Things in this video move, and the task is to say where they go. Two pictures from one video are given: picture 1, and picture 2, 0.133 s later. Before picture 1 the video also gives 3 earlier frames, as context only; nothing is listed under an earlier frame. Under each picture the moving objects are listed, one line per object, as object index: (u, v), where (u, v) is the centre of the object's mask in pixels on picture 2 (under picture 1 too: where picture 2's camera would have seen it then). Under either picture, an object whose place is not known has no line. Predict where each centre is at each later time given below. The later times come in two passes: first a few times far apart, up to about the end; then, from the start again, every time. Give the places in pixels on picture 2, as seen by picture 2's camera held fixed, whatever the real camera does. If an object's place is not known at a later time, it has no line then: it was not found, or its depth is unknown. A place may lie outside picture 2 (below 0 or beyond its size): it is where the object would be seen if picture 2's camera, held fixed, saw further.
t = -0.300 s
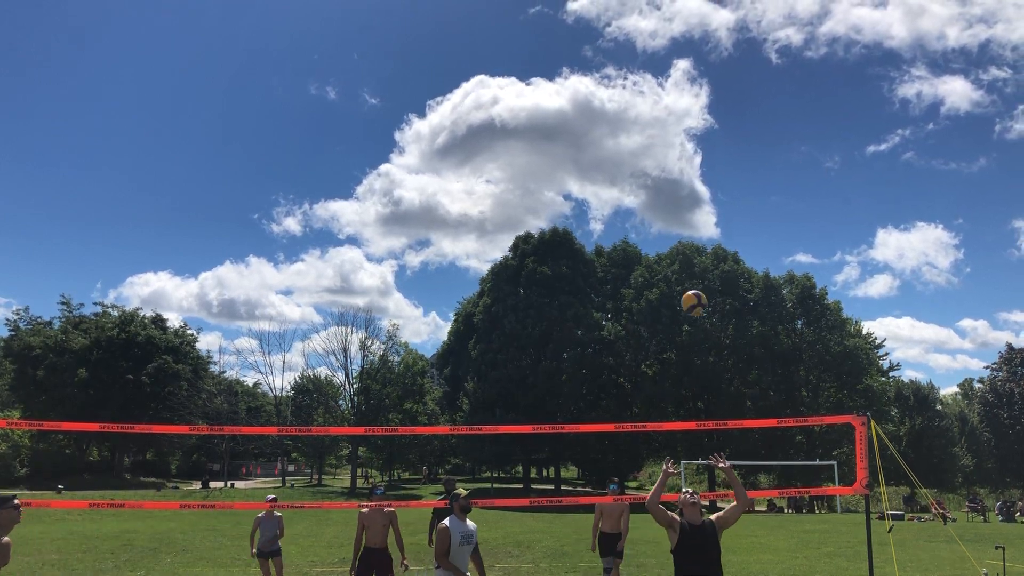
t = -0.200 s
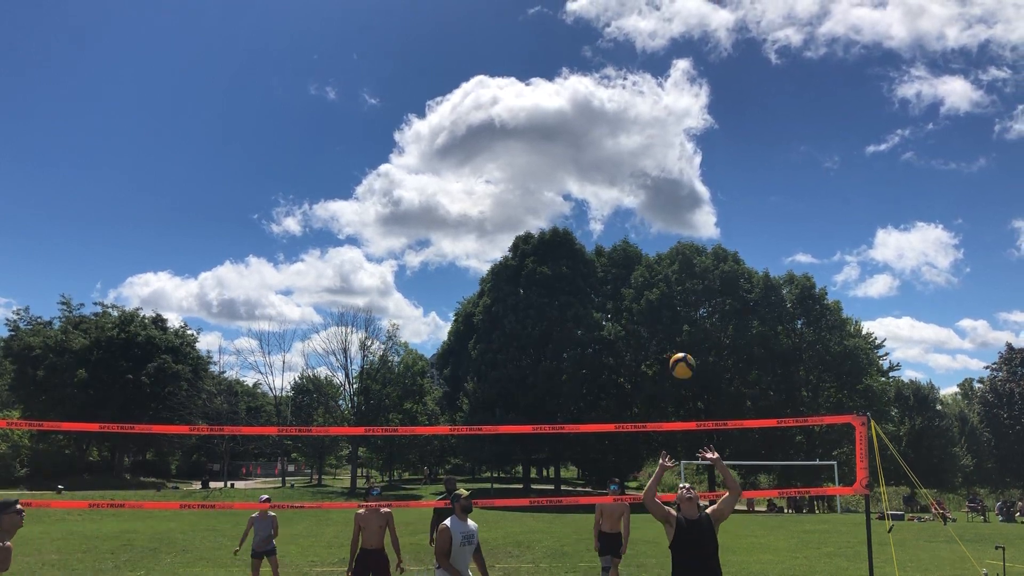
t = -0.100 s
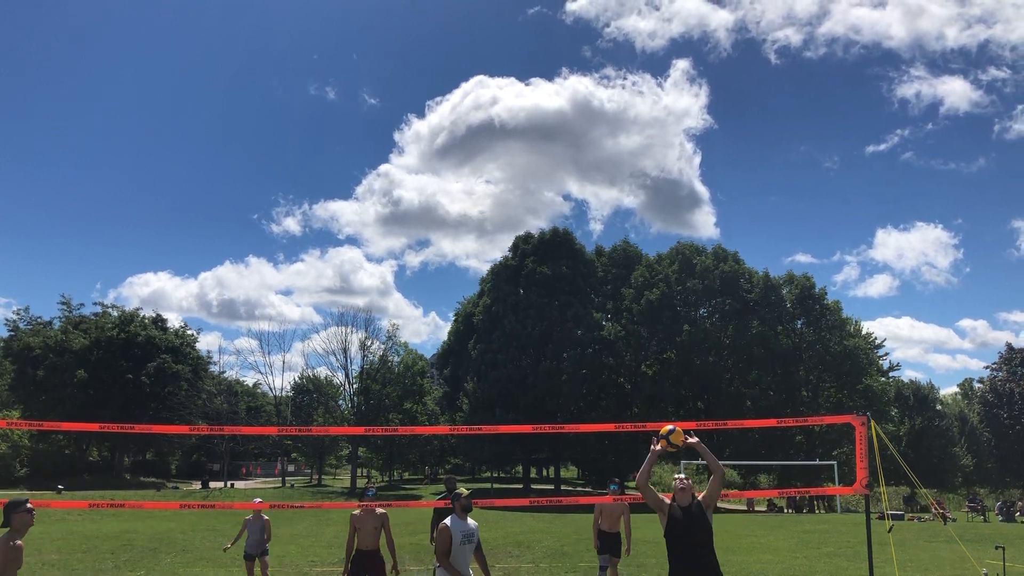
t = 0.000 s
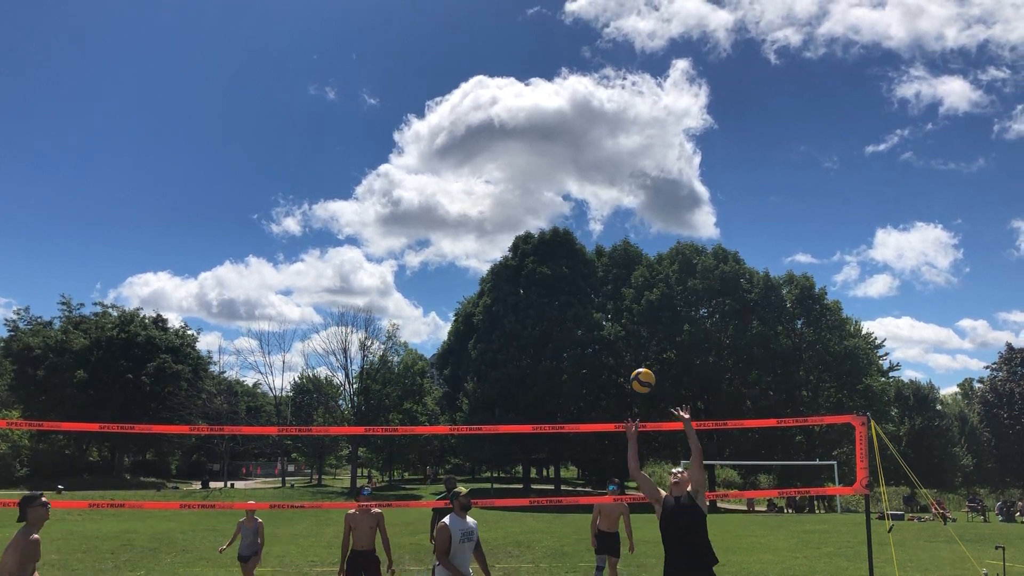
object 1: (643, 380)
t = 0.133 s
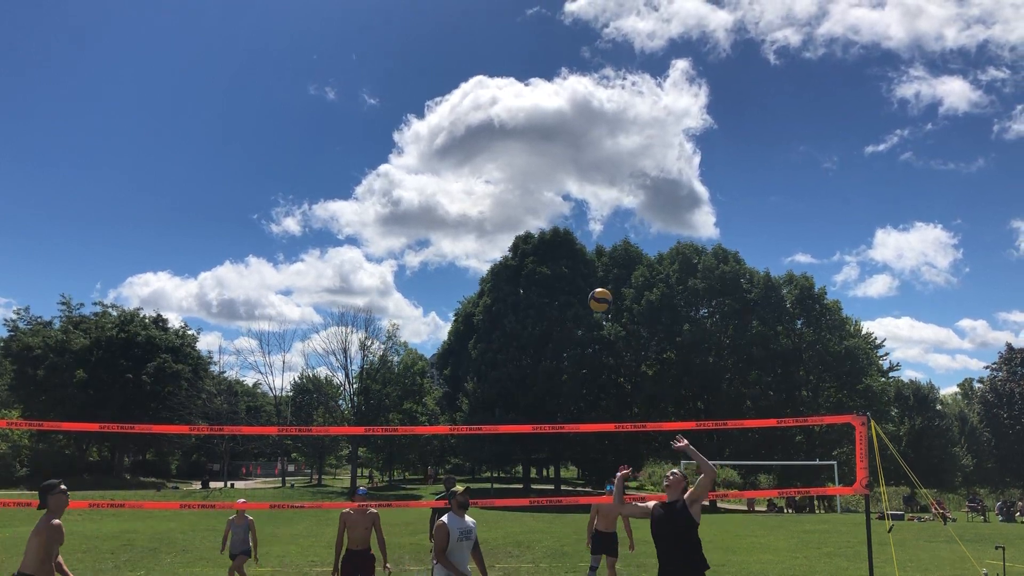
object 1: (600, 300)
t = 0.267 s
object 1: (560, 244)
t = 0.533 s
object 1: (484, 194)
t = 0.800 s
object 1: (414, 218)
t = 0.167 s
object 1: (590, 284)
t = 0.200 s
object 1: (579, 269)
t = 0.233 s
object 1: (569, 256)
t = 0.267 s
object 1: (560, 244)
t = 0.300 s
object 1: (550, 233)
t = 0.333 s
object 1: (541, 224)
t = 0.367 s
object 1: (531, 216)
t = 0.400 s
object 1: (521, 209)
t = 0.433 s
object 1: (512, 204)
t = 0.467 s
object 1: (503, 199)
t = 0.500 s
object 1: (493, 196)
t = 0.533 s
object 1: (484, 194)
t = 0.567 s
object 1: (475, 193)
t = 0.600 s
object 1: (466, 194)
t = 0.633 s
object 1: (457, 195)
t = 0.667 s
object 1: (449, 197)
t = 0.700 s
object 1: (440, 201)
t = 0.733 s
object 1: (431, 205)
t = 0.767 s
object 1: (423, 211)
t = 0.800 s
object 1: (414, 218)
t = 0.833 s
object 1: (405, 225)
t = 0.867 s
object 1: (397, 234)
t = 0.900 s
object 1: (389, 244)
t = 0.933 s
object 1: (380, 256)
